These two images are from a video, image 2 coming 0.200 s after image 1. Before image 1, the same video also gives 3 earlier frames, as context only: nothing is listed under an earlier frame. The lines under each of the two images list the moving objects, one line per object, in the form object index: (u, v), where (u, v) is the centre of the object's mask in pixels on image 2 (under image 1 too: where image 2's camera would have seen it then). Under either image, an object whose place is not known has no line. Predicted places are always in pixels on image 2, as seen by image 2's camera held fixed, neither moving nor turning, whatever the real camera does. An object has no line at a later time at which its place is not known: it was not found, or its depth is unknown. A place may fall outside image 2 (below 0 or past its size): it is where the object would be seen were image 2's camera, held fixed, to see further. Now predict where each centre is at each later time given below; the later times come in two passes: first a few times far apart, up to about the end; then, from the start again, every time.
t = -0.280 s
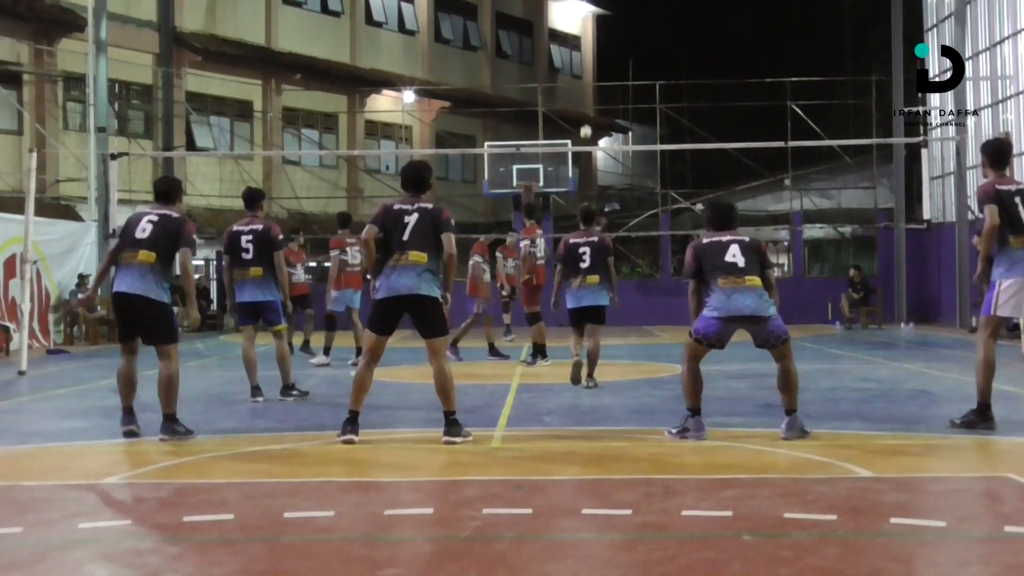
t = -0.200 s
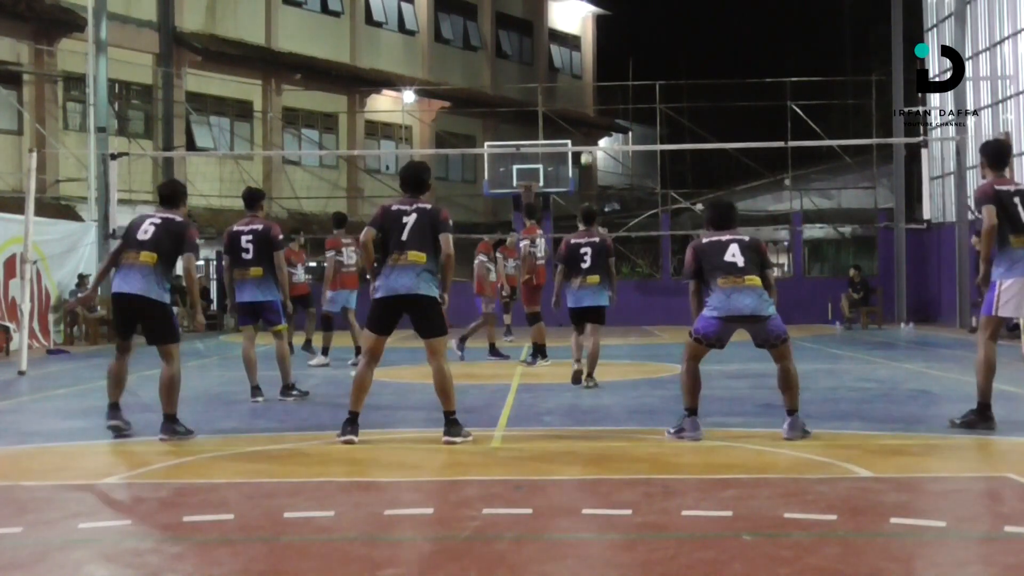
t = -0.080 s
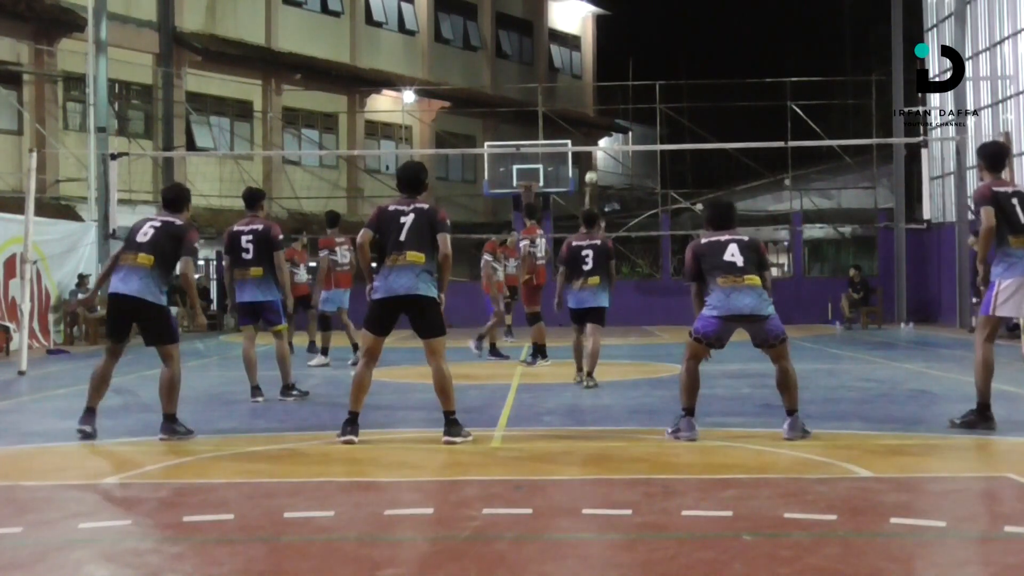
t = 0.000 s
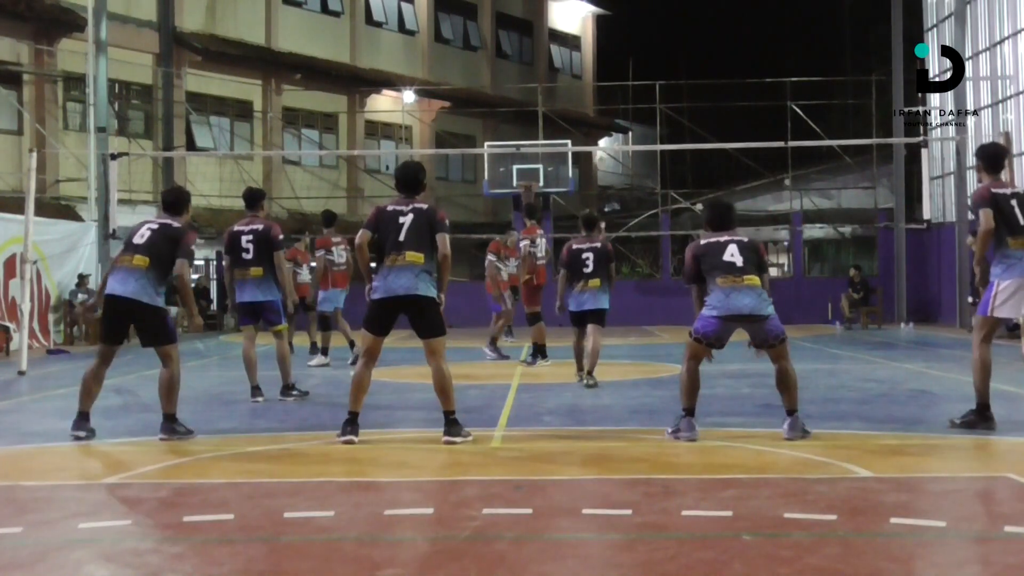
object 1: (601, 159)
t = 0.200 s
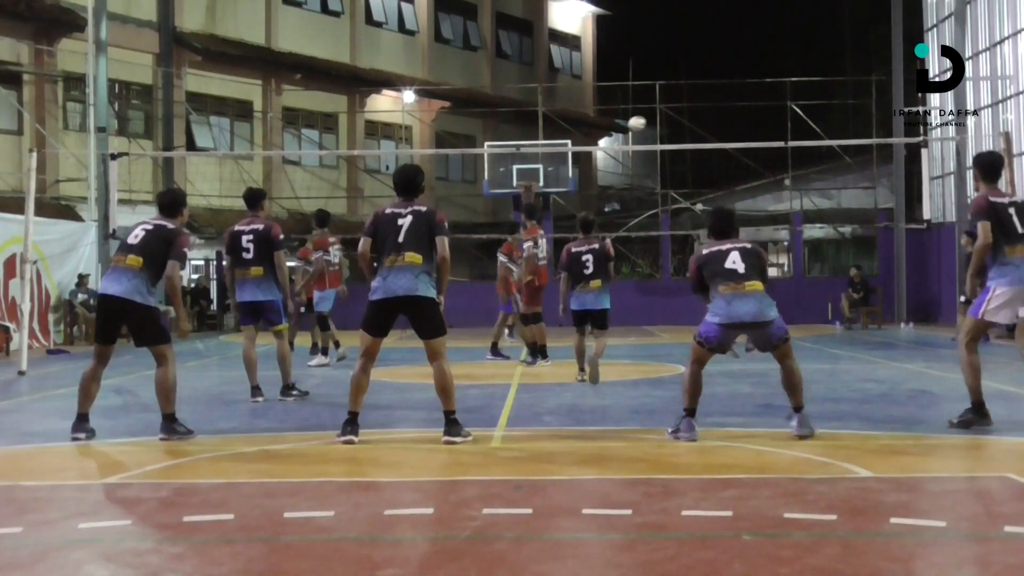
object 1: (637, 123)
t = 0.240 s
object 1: (647, 120)
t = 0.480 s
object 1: (736, 133)
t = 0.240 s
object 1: (647, 120)
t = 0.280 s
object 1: (658, 118)
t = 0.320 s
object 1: (670, 117)
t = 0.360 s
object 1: (684, 118)
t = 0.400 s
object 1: (699, 121)
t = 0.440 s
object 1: (717, 126)
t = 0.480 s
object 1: (736, 133)
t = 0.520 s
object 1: (759, 145)
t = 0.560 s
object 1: (784, 160)
